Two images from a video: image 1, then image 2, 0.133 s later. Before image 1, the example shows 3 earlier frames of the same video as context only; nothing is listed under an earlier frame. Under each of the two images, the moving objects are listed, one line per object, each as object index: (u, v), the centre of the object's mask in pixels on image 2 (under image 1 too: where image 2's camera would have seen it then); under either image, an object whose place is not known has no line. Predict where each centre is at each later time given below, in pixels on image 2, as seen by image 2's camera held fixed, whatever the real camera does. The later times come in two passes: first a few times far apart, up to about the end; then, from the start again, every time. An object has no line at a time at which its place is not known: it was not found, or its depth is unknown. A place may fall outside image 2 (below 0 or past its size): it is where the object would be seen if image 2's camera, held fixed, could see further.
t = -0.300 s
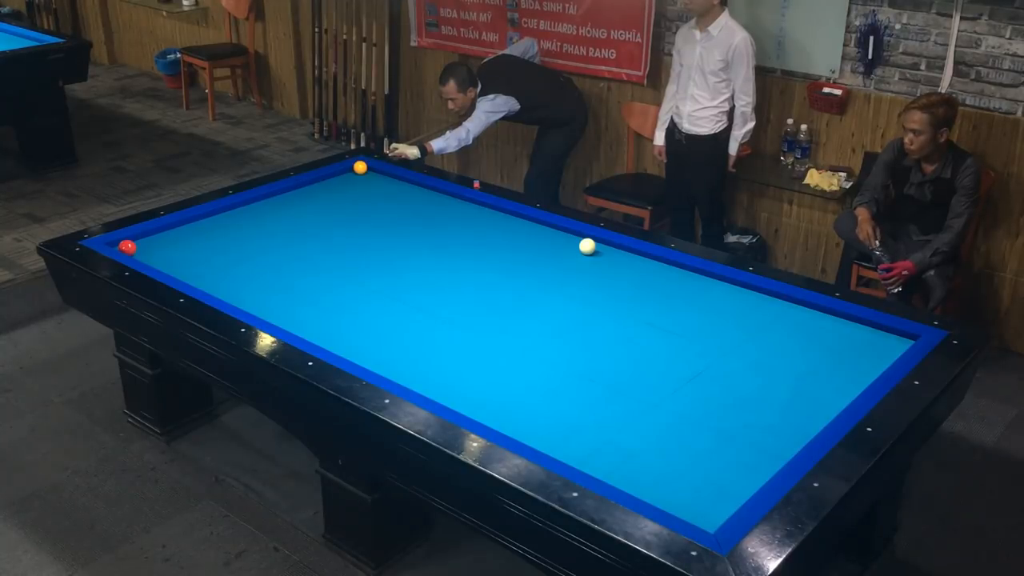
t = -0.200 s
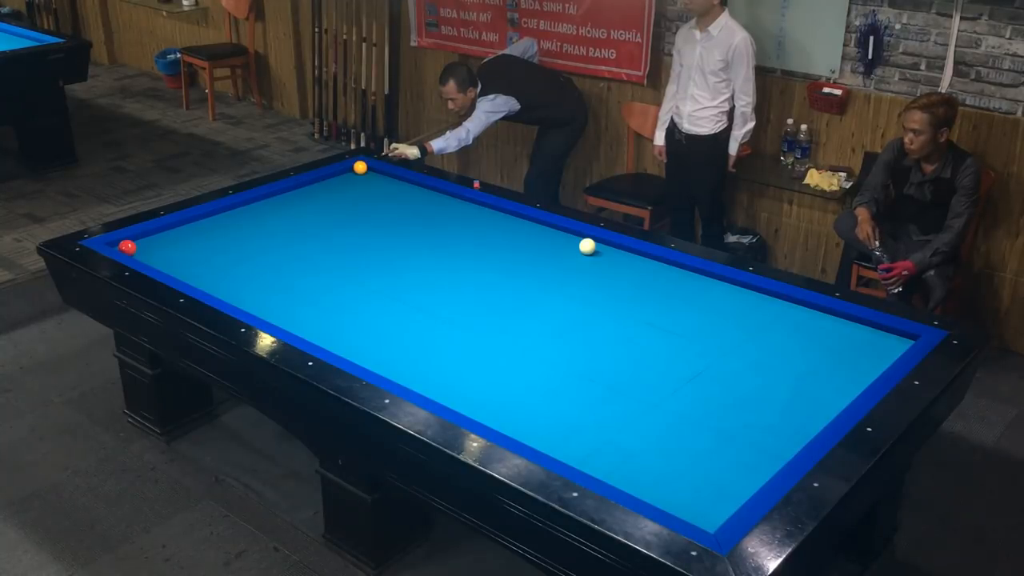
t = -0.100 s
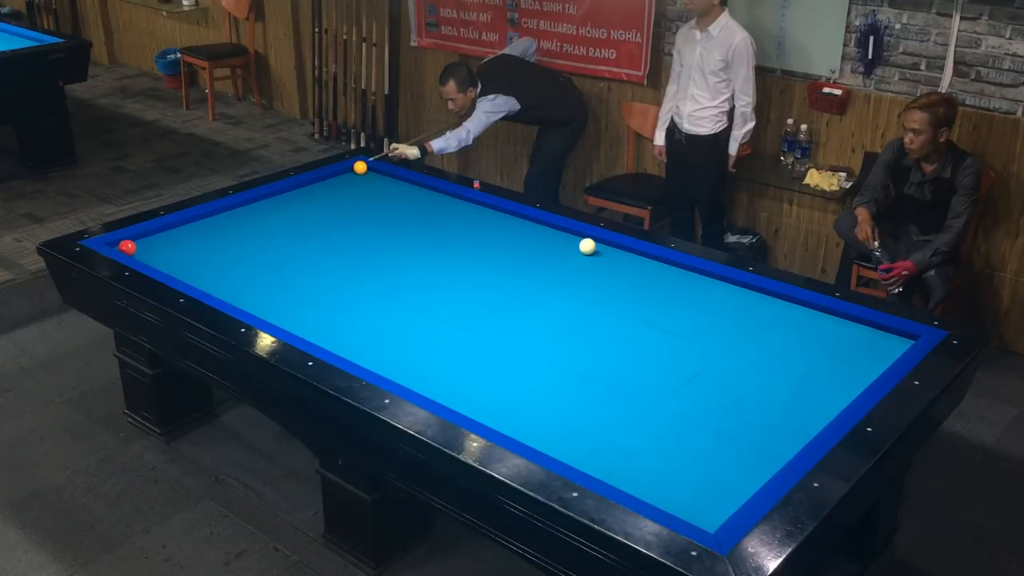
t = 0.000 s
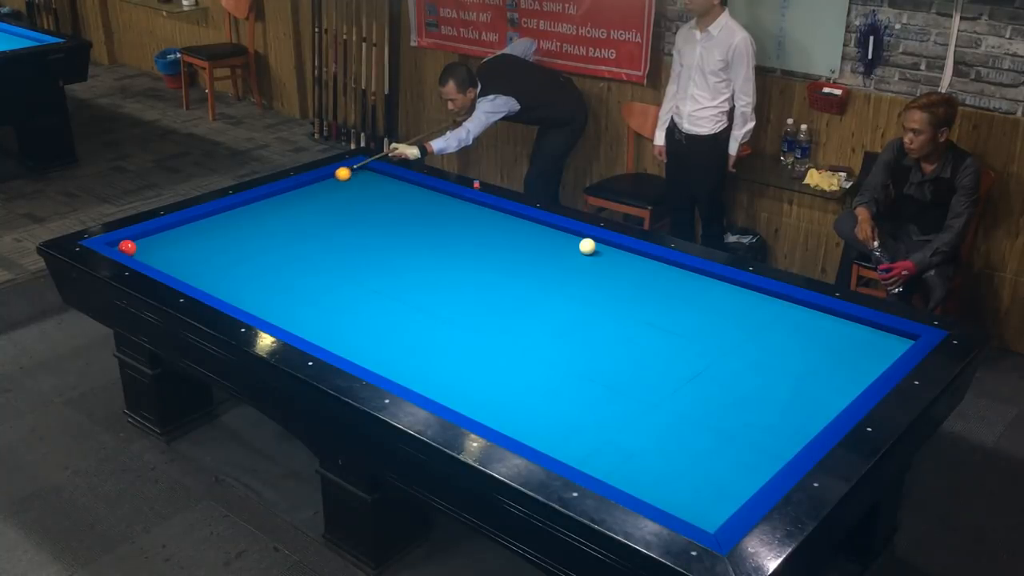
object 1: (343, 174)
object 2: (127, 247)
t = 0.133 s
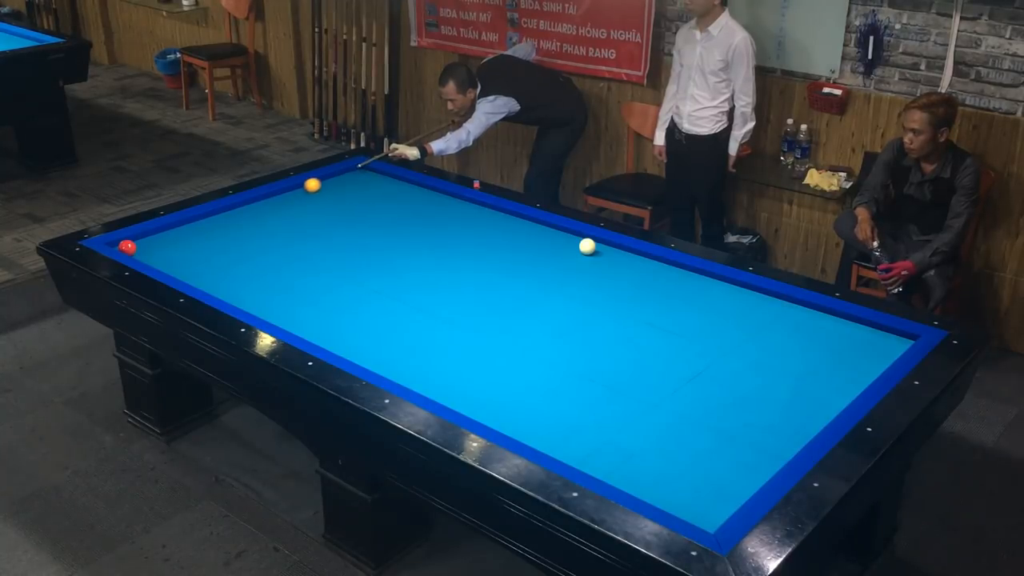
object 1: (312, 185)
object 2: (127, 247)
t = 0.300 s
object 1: (271, 200)
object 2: (127, 247)
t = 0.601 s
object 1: (190, 230)
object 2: (127, 247)
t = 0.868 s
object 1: (141, 255)
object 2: (127, 244)
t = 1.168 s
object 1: (187, 254)
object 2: (152, 234)
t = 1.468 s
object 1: (231, 251)
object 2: (180, 229)
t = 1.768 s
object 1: (273, 249)
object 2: (206, 223)
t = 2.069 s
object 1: (313, 246)
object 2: (230, 218)
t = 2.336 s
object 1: (347, 244)
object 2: (250, 214)
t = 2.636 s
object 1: (383, 241)
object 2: (272, 210)
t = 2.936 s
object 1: (418, 239)
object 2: (292, 206)
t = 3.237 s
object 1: (452, 237)
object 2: (311, 202)
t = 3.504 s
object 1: (480, 235)
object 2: (326, 199)
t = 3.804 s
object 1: (511, 232)
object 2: (343, 196)
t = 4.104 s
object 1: (540, 230)
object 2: (358, 193)
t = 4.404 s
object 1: (558, 231)
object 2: (372, 190)
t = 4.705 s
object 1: (558, 237)
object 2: (386, 187)
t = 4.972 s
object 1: (559, 242)
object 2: (397, 185)
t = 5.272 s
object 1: (560, 247)
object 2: (408, 183)
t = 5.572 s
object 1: (560, 252)
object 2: (407, 184)
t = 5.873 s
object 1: (560, 256)
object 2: (404, 186)
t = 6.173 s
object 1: (561, 260)
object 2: (401, 188)
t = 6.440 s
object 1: (561, 263)
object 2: (400, 189)
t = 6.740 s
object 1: (561, 266)
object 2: (398, 189)
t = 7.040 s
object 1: (561, 269)
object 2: (397, 190)
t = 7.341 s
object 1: (562, 270)
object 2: (396, 190)
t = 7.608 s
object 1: (562, 272)
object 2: (396, 191)
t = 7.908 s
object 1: (563, 272)
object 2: (396, 191)
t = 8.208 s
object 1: (563, 272)
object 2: (396, 191)
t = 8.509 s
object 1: (563, 272)
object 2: (396, 191)
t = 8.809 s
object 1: (563, 272)
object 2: (396, 191)
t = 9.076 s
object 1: (563, 272)
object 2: (396, 191)
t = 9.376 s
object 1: (563, 272)
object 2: (396, 191)
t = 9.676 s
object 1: (563, 272)
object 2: (396, 191)
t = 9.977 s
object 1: (563, 272)
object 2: (396, 191)
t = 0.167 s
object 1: (304, 188)
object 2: (127, 247)
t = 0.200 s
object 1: (296, 191)
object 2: (127, 247)
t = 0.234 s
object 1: (288, 194)
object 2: (127, 247)
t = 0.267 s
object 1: (280, 197)
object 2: (127, 247)
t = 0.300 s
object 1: (271, 200)
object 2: (127, 247)
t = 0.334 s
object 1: (263, 203)
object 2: (127, 247)
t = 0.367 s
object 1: (254, 206)
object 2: (127, 247)
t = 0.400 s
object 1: (246, 209)
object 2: (127, 247)
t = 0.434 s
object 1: (237, 213)
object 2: (127, 247)
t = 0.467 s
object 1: (227, 216)
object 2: (127, 247)
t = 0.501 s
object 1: (218, 219)
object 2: (127, 247)
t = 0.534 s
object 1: (209, 223)
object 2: (127, 247)
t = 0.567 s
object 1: (199, 227)
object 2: (127, 247)
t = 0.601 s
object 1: (190, 230)
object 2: (127, 247)
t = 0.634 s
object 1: (180, 234)
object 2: (127, 247)
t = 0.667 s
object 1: (170, 237)
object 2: (127, 247)
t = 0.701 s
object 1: (160, 241)
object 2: (127, 247)
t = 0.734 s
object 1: (149, 245)
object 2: (127, 247)
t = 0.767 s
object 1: (144, 249)
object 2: (123, 247)
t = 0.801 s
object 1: (143, 251)
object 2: (123, 246)
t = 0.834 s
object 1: (141, 254)
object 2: (125, 245)
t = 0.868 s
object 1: (141, 255)
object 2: (127, 244)
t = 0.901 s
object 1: (146, 256)
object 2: (130, 242)
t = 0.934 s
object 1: (152, 256)
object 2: (132, 241)
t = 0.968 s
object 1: (157, 256)
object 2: (134, 240)
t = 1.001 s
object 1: (162, 255)
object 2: (137, 238)
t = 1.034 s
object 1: (167, 255)
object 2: (139, 237)
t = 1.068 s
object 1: (172, 255)
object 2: (142, 236)
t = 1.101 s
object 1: (177, 255)
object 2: (145, 235)
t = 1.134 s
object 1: (182, 254)
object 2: (149, 235)
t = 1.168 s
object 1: (187, 254)
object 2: (152, 234)
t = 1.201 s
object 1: (192, 254)
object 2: (155, 234)
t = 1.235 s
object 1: (197, 253)
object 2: (158, 233)
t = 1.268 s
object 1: (202, 253)
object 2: (161, 232)
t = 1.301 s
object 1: (207, 253)
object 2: (164, 232)
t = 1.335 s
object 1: (212, 252)
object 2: (167, 231)
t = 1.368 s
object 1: (217, 252)
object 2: (170, 230)
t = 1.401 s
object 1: (222, 252)
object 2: (174, 230)
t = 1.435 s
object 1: (226, 252)
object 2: (177, 229)
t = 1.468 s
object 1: (231, 251)
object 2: (180, 229)
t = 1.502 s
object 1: (236, 251)
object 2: (183, 228)
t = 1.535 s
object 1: (240, 251)
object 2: (186, 227)
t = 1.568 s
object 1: (245, 250)
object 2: (188, 227)
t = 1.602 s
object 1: (250, 250)
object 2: (192, 226)
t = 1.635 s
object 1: (255, 250)
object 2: (194, 226)
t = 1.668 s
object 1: (259, 250)
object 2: (197, 225)
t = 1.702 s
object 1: (264, 249)
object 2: (200, 224)
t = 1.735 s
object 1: (268, 249)
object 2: (203, 224)
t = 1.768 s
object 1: (273, 249)
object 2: (206, 223)
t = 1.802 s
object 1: (278, 249)
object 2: (209, 223)
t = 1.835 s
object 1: (282, 248)
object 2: (212, 222)
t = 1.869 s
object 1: (286, 248)
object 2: (214, 222)
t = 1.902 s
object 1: (291, 248)
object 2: (217, 221)
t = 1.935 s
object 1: (295, 247)
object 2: (220, 221)
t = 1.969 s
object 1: (300, 247)
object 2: (222, 220)
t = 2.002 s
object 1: (304, 247)
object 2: (225, 220)
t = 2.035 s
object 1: (308, 246)
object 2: (227, 219)
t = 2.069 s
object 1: (313, 246)
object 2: (230, 218)
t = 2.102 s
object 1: (317, 246)
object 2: (233, 218)
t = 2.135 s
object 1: (321, 246)
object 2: (235, 217)
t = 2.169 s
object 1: (326, 245)
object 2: (238, 217)
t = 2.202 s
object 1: (330, 245)
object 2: (240, 217)
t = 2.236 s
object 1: (334, 245)
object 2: (243, 216)
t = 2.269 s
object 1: (338, 245)
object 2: (245, 215)
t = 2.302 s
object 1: (342, 244)
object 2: (248, 215)
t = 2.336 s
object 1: (347, 244)
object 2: (250, 214)
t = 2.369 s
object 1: (351, 244)
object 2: (253, 214)
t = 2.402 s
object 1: (355, 243)
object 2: (255, 213)
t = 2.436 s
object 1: (359, 243)
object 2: (258, 213)
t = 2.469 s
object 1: (363, 243)
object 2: (260, 212)
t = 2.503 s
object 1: (367, 243)
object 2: (262, 212)
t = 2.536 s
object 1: (371, 242)
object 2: (265, 211)
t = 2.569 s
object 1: (375, 242)
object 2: (267, 211)
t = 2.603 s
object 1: (379, 242)
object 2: (269, 210)
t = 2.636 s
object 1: (383, 241)
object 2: (272, 210)
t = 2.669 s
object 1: (387, 241)
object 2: (274, 209)
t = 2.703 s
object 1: (391, 241)
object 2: (276, 209)
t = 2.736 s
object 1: (395, 241)
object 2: (279, 209)
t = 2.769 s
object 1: (399, 241)
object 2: (281, 208)
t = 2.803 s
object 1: (403, 240)
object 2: (283, 208)
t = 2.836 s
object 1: (407, 240)
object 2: (285, 207)
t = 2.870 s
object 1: (411, 240)
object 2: (288, 207)
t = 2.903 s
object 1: (414, 239)
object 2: (289, 206)
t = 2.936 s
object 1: (418, 239)
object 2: (292, 206)
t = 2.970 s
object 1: (422, 239)
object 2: (294, 205)
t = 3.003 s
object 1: (426, 238)
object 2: (296, 205)
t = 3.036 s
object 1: (429, 238)
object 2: (298, 205)
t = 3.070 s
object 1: (433, 238)
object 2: (300, 204)
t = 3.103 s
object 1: (437, 238)
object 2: (302, 204)
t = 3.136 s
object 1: (441, 238)
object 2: (304, 204)
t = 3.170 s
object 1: (445, 237)
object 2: (306, 203)
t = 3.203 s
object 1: (448, 237)
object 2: (309, 203)
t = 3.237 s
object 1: (452, 237)
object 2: (311, 202)
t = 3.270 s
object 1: (455, 237)
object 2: (312, 202)
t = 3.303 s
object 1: (459, 236)
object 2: (315, 201)
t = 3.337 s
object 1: (463, 236)
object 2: (316, 201)
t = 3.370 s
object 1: (466, 236)
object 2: (319, 201)
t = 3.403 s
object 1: (470, 235)
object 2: (320, 200)
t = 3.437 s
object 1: (473, 235)
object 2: (322, 200)
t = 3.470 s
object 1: (477, 235)
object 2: (324, 200)
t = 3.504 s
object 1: (480, 235)
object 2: (326, 199)
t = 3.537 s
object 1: (484, 234)
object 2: (328, 199)
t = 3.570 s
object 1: (487, 234)
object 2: (330, 198)
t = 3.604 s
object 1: (491, 234)
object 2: (332, 198)
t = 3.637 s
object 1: (494, 234)
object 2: (334, 198)
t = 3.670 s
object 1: (497, 233)
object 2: (335, 197)
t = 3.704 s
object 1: (501, 233)
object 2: (337, 197)
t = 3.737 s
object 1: (504, 233)
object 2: (339, 197)
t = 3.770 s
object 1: (507, 233)
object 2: (341, 196)
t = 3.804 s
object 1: (511, 232)
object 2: (343, 196)
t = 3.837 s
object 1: (514, 232)
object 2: (344, 195)
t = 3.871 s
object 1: (518, 232)
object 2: (346, 195)
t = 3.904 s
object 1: (521, 232)
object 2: (348, 195)
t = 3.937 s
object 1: (524, 232)
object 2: (350, 194)
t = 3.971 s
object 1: (527, 231)
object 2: (351, 194)
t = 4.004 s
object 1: (531, 231)
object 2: (353, 194)
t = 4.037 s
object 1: (534, 231)
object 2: (355, 194)
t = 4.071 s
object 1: (537, 231)
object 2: (356, 193)
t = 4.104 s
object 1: (540, 230)
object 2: (358, 193)
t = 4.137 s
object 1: (543, 230)
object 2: (360, 193)
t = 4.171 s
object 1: (546, 230)
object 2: (361, 192)
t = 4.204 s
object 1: (549, 230)
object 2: (363, 192)
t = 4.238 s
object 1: (553, 229)
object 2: (365, 191)
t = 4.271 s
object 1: (556, 229)
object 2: (366, 191)
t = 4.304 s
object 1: (558, 229)
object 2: (368, 191)
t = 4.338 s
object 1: (558, 230)
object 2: (369, 191)
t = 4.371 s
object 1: (558, 231)
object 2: (371, 190)
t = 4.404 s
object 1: (558, 231)
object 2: (372, 190)
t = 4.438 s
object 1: (558, 232)
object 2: (374, 189)
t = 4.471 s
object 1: (558, 233)
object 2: (375, 189)
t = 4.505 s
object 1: (558, 233)
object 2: (377, 189)
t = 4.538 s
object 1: (558, 234)
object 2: (378, 189)
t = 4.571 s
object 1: (558, 234)
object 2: (380, 189)
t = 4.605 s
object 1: (558, 235)
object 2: (381, 188)
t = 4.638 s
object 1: (558, 236)
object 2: (383, 188)
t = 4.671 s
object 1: (558, 236)
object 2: (384, 188)
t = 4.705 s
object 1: (558, 237)
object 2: (386, 187)
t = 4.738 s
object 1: (558, 238)
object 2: (387, 187)
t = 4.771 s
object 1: (559, 238)
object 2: (389, 187)
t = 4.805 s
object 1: (558, 239)
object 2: (390, 186)
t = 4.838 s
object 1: (559, 239)
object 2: (392, 186)
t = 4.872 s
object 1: (559, 240)
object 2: (393, 186)
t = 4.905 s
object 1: (559, 241)
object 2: (394, 186)
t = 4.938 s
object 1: (559, 241)
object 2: (395, 185)
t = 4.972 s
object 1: (559, 242)
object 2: (397, 185)
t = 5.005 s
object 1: (559, 243)
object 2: (398, 185)
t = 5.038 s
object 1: (559, 243)
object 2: (399, 185)
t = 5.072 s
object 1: (559, 244)
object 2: (401, 185)
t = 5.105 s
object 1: (559, 244)
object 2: (402, 184)
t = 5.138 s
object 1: (559, 245)
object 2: (403, 184)
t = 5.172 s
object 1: (559, 245)
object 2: (404, 184)
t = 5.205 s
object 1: (559, 246)
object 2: (406, 183)
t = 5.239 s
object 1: (560, 247)
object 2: (407, 183)
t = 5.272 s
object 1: (560, 247)
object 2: (408, 183)
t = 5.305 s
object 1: (559, 248)
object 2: (410, 183)
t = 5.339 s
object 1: (560, 248)
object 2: (410, 183)
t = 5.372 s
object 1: (560, 249)
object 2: (409, 183)
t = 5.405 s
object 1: (560, 249)
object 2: (409, 183)
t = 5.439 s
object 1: (560, 250)
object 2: (409, 183)
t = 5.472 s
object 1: (560, 250)
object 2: (408, 184)
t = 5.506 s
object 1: (560, 251)
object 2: (408, 184)
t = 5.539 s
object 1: (560, 251)
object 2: (408, 184)
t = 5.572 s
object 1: (560, 252)
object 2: (407, 184)
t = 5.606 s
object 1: (560, 253)
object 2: (407, 185)
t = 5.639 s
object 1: (560, 253)
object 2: (406, 185)
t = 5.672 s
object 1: (560, 254)
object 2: (406, 185)
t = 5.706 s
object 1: (560, 254)
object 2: (406, 185)
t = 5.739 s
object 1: (560, 254)
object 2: (405, 185)
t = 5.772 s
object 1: (560, 255)
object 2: (405, 185)
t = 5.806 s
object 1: (560, 255)
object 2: (405, 186)
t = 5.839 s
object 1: (560, 256)
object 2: (404, 186)
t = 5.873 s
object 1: (560, 256)
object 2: (404, 186)
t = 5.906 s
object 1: (560, 257)
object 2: (404, 186)
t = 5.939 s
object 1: (560, 257)
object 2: (404, 186)
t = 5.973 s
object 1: (560, 258)
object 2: (403, 187)
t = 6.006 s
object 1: (561, 258)
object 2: (403, 187)
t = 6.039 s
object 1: (561, 259)
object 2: (402, 187)
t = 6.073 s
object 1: (561, 259)
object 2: (402, 187)
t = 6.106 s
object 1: (561, 259)
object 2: (402, 187)
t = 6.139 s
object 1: (561, 260)
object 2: (402, 187)
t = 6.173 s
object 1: (561, 260)
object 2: (401, 188)
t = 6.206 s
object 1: (561, 260)
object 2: (401, 188)
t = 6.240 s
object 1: (561, 261)
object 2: (401, 188)
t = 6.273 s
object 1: (561, 261)
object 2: (401, 188)
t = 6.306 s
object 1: (561, 262)
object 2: (400, 188)
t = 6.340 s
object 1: (561, 262)
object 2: (400, 188)
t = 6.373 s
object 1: (561, 263)
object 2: (400, 188)
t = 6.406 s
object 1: (561, 263)
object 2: (400, 189)
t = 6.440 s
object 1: (561, 263)
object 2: (400, 189)
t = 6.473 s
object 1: (561, 264)
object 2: (399, 189)
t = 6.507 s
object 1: (561, 264)
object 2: (399, 189)
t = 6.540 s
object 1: (561, 264)
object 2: (399, 189)
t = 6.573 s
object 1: (561, 265)
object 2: (399, 189)
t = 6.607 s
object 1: (561, 265)
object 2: (399, 189)
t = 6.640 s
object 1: (561, 265)
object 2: (398, 189)
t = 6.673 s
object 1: (561, 265)
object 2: (398, 189)
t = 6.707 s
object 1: (561, 266)
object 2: (398, 189)
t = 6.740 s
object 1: (561, 266)
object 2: (398, 189)
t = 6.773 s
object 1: (561, 266)
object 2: (398, 190)
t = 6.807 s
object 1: (561, 267)
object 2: (398, 190)
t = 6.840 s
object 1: (561, 267)
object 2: (397, 190)
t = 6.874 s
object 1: (561, 267)
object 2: (397, 190)
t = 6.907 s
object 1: (561, 268)
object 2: (397, 190)
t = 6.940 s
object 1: (561, 268)
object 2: (397, 190)
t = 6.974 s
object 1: (561, 268)
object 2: (397, 190)
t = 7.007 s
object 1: (561, 268)
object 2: (397, 190)
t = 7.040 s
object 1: (561, 269)
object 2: (397, 190)
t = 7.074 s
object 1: (562, 269)
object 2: (397, 190)
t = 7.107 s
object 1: (562, 269)
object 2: (397, 190)
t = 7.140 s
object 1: (562, 269)
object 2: (397, 190)
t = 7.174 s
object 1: (562, 270)
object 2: (397, 190)
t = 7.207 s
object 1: (562, 270)
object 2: (396, 190)
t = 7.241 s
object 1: (562, 270)
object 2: (396, 190)
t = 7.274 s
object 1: (562, 270)
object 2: (396, 190)
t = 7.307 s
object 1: (562, 270)
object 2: (396, 190)
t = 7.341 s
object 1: (562, 270)
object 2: (396, 190)
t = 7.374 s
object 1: (562, 271)
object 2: (396, 191)
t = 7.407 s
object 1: (562, 271)
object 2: (396, 191)
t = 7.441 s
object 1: (562, 271)
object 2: (396, 191)
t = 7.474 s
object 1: (562, 271)
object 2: (396, 191)
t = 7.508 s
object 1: (562, 271)
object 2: (396, 191)
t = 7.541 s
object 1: (562, 271)
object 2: (396, 191)
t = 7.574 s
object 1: (562, 271)
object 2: (396, 191)
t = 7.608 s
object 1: (562, 272)
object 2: (396, 191)
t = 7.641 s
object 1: (562, 272)
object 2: (396, 191)
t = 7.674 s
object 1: (562, 272)
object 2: (396, 191)
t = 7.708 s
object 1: (562, 272)
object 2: (396, 191)
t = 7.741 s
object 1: (562, 272)
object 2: (396, 191)
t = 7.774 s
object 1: (563, 272)
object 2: (396, 191)
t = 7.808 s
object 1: (563, 272)
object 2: (396, 191)
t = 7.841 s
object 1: (563, 272)
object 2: (396, 191)
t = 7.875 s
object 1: (563, 272)
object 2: (396, 191)
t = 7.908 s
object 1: (563, 272)
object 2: (396, 191)
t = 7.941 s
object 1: (563, 272)
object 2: (396, 191)
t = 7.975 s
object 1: (563, 272)
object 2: (396, 191)
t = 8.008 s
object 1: (563, 272)
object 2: (396, 191)
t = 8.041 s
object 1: (563, 272)
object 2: (396, 191)
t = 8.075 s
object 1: (563, 272)
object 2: (396, 191)
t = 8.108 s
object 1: (563, 272)
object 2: (396, 191)
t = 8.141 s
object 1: (563, 272)
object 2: (396, 191)
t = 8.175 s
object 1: (563, 272)
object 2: (396, 191)
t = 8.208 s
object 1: (563, 272)
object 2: (396, 191)
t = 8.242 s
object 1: (563, 272)
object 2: (396, 191)
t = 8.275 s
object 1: (563, 272)
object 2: (396, 191)
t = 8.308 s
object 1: (563, 272)
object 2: (396, 191)
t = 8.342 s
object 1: (563, 272)
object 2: (396, 191)
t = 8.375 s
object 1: (563, 272)
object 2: (396, 191)
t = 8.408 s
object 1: (563, 272)
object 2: (396, 191)
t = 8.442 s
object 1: (563, 272)
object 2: (396, 191)
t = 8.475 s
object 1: (563, 272)
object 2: (396, 191)
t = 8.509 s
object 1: (563, 272)
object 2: (396, 191)
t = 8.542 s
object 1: (563, 272)
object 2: (396, 191)
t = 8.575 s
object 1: (563, 272)
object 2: (396, 191)
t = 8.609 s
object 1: (563, 272)
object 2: (396, 191)
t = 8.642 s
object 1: (563, 272)
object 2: (396, 191)
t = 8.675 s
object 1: (563, 272)
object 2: (396, 191)
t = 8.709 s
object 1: (563, 272)
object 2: (396, 191)
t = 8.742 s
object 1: (563, 272)
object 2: (396, 191)
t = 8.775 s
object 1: (563, 272)
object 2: (396, 191)
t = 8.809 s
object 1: (563, 272)
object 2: (396, 191)
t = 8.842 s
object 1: (563, 272)
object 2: (396, 191)
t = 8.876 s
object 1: (563, 272)
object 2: (396, 191)
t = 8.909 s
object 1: (563, 272)
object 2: (396, 191)
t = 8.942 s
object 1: (563, 272)
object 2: (396, 191)
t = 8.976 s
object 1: (563, 272)
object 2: (396, 191)
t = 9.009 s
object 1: (563, 272)
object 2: (396, 191)
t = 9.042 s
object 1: (563, 272)
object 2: (396, 191)
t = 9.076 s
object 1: (563, 272)
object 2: (396, 191)
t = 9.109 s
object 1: (563, 272)
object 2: (396, 191)
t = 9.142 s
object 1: (563, 272)
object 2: (396, 191)
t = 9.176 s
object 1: (563, 272)
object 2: (396, 191)
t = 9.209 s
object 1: (563, 272)
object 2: (396, 191)
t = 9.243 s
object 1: (563, 272)
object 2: (396, 191)
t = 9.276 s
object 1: (563, 272)
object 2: (396, 191)
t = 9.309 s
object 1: (563, 272)
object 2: (396, 191)
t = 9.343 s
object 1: (563, 272)
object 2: (396, 191)
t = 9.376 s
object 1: (563, 272)
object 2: (396, 191)
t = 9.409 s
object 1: (563, 272)
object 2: (396, 191)
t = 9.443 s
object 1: (563, 272)
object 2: (396, 191)
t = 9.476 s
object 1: (563, 272)
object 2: (396, 191)
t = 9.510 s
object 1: (563, 272)
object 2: (396, 191)
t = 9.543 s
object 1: (563, 272)
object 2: (396, 191)
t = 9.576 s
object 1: (563, 272)
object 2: (396, 191)
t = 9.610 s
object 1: (563, 272)
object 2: (396, 191)
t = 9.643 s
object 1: (563, 272)
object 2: (396, 191)
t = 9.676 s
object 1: (563, 272)
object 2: (396, 191)
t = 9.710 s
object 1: (563, 272)
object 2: (396, 191)
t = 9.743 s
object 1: (563, 272)
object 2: (396, 191)
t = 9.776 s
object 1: (563, 272)
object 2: (396, 191)
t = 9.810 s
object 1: (563, 272)
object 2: (396, 191)
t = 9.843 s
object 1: (563, 272)
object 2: (396, 191)
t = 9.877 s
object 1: (563, 272)
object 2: (396, 191)
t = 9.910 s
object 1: (563, 272)
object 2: (396, 191)
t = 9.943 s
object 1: (563, 272)
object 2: (396, 191)
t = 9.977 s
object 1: (563, 272)
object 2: (396, 191)
